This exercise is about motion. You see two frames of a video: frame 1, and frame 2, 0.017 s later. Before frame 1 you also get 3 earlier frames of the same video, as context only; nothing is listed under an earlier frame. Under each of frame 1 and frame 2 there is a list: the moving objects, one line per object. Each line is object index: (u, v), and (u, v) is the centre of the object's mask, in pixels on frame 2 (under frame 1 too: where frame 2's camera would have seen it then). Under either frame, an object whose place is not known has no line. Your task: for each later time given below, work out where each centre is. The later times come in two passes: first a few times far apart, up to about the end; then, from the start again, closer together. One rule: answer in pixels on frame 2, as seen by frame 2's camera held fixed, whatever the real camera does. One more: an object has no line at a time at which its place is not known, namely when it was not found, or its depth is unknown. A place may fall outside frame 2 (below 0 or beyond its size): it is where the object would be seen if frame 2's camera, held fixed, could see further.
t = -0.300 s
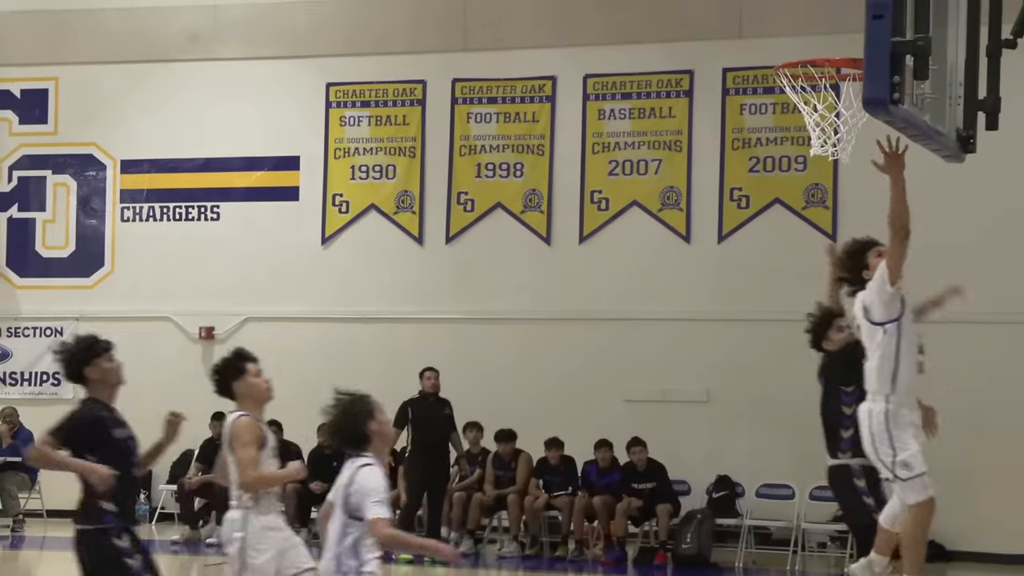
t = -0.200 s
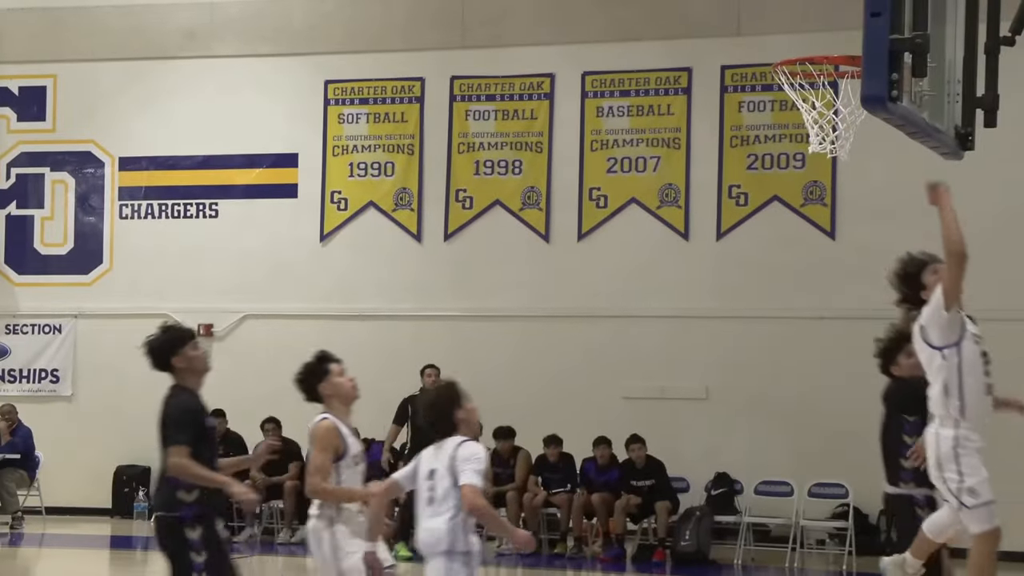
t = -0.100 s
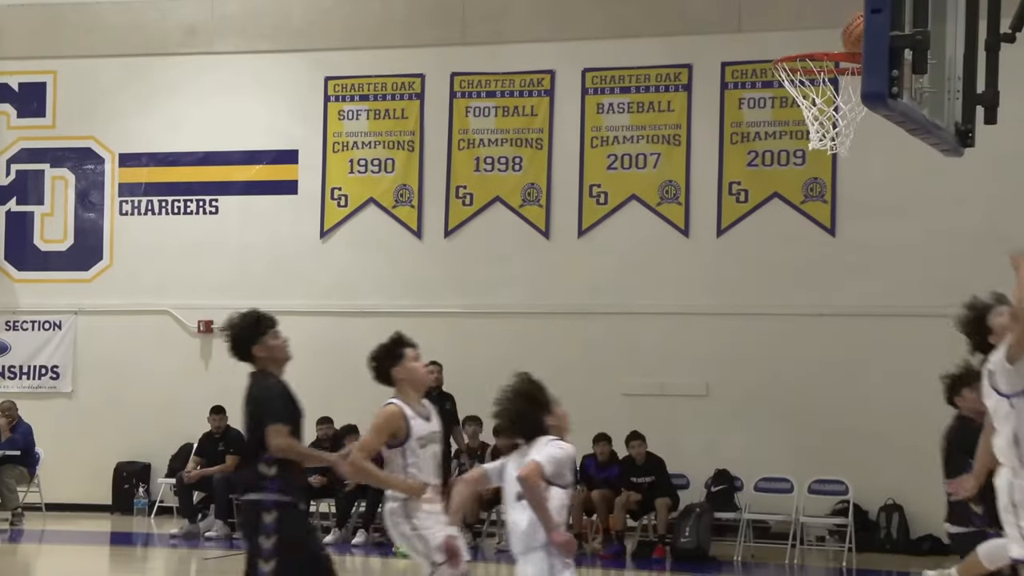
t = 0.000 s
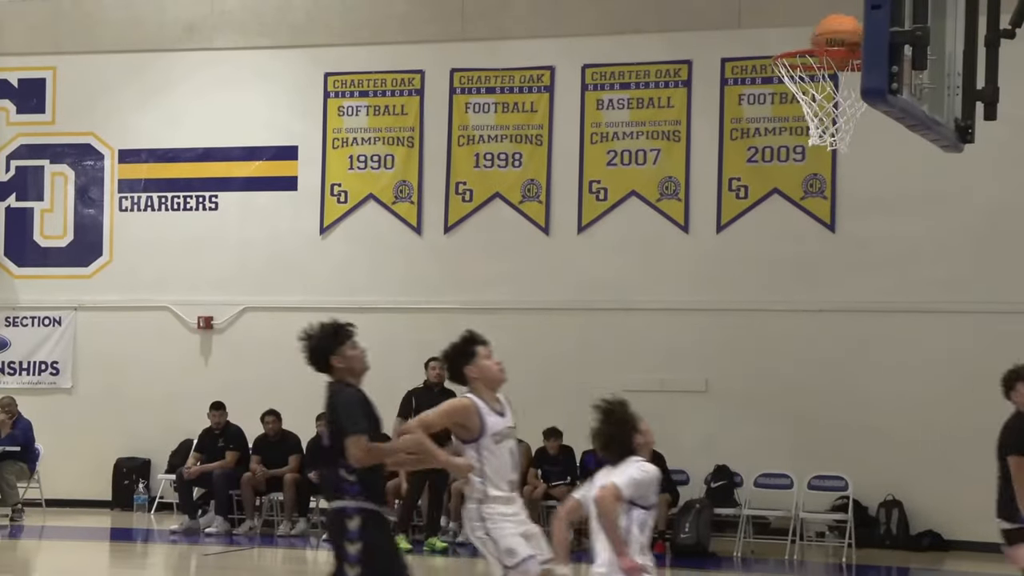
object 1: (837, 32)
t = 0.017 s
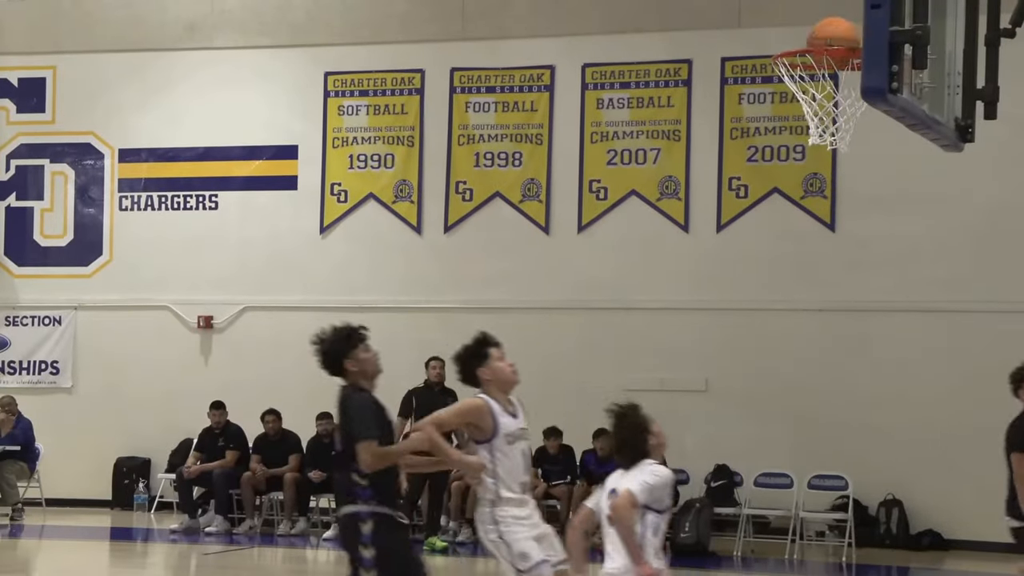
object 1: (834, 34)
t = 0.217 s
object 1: (787, 82)
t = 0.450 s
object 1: (816, 153)
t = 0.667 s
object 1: (861, 279)
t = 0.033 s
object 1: (829, 44)
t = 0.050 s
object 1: (822, 54)
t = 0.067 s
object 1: (817, 60)
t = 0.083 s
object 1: (815, 65)
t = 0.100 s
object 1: (806, 74)
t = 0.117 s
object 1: (801, 78)
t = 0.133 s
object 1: (795, 80)
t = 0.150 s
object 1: (793, 83)
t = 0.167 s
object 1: (788, 83)
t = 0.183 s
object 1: (787, 84)
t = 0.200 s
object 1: (787, 83)
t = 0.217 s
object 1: (787, 82)
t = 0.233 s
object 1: (787, 81)
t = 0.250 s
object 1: (788, 82)
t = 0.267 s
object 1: (790, 82)
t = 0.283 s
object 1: (791, 83)
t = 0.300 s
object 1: (793, 84)
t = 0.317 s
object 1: (797, 85)
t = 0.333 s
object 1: (802, 103)
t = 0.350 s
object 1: (797, 89)
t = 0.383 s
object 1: (810, 117)
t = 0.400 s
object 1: (802, 140)
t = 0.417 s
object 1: (805, 144)
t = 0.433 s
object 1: (811, 149)
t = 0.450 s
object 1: (816, 153)
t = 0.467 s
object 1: (822, 148)
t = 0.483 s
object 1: (826, 158)
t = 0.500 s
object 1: (829, 165)
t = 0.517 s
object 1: (832, 172)
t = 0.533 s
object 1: (835, 182)
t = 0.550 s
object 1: (838, 192)
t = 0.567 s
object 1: (842, 202)
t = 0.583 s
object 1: (845, 214)
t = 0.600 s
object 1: (848, 226)
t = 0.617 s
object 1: (851, 238)
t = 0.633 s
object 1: (854, 252)
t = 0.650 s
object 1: (857, 265)
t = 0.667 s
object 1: (861, 279)
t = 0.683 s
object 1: (864, 294)
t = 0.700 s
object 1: (868, 310)
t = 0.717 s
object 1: (871, 326)
